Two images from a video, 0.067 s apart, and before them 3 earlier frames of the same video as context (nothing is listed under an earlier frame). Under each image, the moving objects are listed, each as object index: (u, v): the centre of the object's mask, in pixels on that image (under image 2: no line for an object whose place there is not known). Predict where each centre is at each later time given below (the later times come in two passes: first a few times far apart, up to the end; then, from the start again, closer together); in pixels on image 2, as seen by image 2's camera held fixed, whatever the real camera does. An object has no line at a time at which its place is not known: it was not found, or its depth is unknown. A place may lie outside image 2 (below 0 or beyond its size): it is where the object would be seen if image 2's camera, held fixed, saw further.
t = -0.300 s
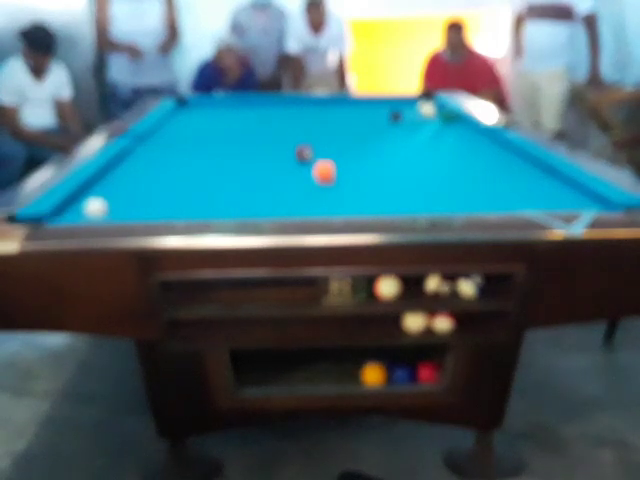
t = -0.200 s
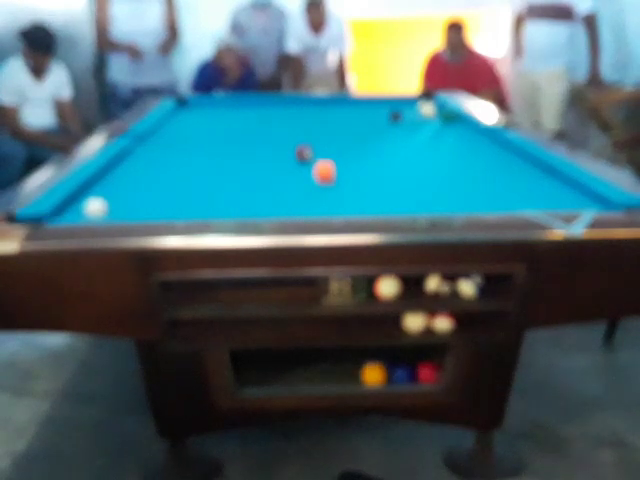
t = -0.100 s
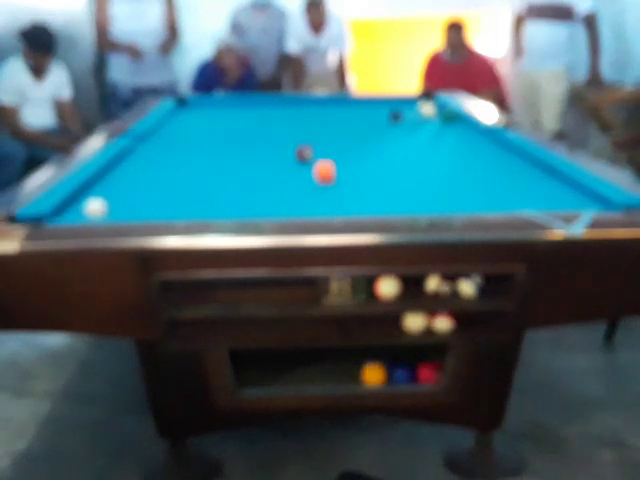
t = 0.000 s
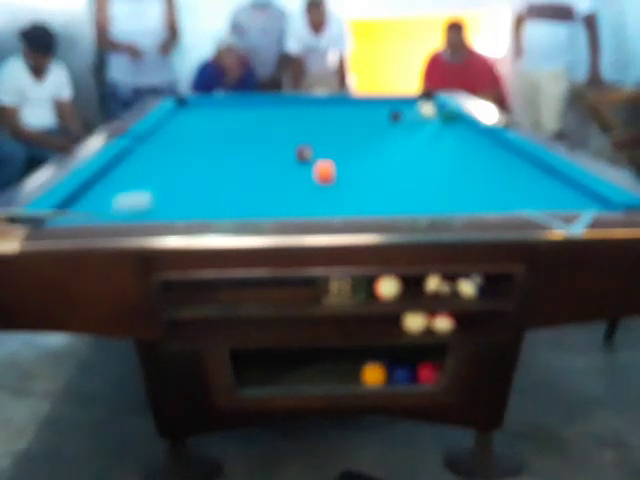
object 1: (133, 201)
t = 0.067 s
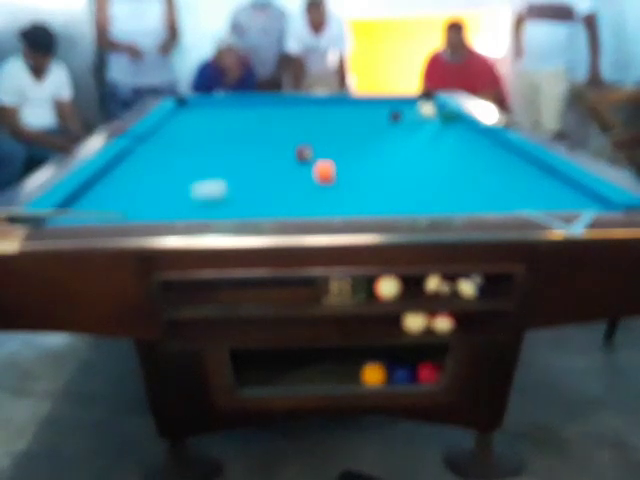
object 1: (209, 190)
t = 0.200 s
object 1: (307, 173)
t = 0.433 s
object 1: (307, 173)
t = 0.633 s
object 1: (307, 173)
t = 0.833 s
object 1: (307, 174)
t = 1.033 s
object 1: (307, 174)
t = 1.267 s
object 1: (308, 175)
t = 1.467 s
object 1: (308, 175)
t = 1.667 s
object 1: (307, 175)
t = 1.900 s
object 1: (308, 175)
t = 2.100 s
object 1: (308, 175)
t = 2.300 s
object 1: (308, 175)
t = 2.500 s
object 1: (307, 175)
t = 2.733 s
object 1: (307, 175)
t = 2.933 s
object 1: (308, 175)
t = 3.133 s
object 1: (308, 175)
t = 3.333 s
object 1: (308, 175)
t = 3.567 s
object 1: (307, 175)
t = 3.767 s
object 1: (307, 175)
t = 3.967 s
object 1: (307, 175)
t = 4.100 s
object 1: (307, 175)
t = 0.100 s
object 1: (242, 184)
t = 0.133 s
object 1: (273, 179)
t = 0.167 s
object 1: (301, 174)
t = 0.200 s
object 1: (307, 173)
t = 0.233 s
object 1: (307, 173)
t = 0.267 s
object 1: (307, 173)
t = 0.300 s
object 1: (307, 173)
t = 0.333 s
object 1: (307, 173)
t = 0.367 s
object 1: (307, 173)
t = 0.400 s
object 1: (307, 173)
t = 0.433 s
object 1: (307, 173)
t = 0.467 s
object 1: (307, 173)
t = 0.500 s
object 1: (307, 173)
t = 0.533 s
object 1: (307, 173)
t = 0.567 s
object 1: (307, 173)
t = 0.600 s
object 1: (307, 173)
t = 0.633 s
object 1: (307, 173)
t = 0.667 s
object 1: (307, 174)
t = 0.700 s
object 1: (307, 174)
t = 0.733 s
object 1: (307, 174)
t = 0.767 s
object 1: (307, 174)
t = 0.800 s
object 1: (307, 174)
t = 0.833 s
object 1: (307, 174)
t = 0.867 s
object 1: (308, 174)
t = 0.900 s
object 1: (307, 174)
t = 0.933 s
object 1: (307, 174)
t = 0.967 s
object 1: (307, 174)
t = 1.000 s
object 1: (307, 174)
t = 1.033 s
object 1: (307, 174)
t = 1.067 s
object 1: (307, 174)
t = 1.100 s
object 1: (307, 174)
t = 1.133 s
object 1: (307, 174)
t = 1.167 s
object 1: (307, 175)
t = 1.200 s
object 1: (307, 175)
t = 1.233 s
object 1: (308, 175)
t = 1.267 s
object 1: (308, 175)
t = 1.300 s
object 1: (308, 175)
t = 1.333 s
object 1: (307, 175)
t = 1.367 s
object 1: (307, 175)
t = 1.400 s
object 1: (307, 175)
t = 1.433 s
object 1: (307, 175)
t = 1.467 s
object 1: (308, 175)
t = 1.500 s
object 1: (307, 175)
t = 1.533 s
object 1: (307, 175)
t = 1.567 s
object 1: (308, 175)
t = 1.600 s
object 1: (308, 175)
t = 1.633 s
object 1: (307, 175)
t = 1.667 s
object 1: (307, 175)
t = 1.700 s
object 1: (308, 175)
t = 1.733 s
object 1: (308, 175)
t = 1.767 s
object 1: (308, 175)
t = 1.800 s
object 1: (308, 175)
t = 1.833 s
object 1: (308, 175)
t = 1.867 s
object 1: (308, 175)
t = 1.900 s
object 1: (308, 175)
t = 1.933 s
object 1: (308, 175)
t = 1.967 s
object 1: (308, 175)
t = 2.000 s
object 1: (308, 175)
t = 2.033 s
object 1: (308, 175)
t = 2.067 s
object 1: (308, 175)
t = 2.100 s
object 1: (308, 175)
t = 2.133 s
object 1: (308, 175)
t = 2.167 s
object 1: (308, 175)
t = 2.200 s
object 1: (308, 175)
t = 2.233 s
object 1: (308, 175)
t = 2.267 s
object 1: (308, 175)
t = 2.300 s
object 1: (308, 175)
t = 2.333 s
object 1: (307, 175)
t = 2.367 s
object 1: (307, 175)
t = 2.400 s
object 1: (307, 175)
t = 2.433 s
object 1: (307, 175)
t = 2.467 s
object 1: (307, 175)
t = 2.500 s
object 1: (307, 175)
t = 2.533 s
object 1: (307, 175)
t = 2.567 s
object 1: (307, 175)
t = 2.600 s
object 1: (307, 175)
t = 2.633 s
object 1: (307, 175)
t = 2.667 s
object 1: (308, 175)
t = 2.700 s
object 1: (307, 175)
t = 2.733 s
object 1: (307, 175)
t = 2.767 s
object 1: (308, 175)
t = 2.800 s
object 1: (308, 175)
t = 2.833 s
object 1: (308, 175)
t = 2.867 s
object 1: (308, 175)
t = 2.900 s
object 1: (308, 175)
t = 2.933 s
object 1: (308, 175)
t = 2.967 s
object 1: (308, 175)
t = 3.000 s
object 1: (308, 175)
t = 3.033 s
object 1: (308, 175)
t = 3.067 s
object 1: (308, 175)
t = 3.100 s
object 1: (308, 175)
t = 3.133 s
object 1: (308, 175)
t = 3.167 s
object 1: (308, 175)
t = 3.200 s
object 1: (308, 175)
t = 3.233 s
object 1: (308, 175)
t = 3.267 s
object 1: (308, 175)
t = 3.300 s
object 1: (308, 175)
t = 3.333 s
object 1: (308, 175)
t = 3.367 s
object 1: (308, 175)
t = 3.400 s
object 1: (308, 175)
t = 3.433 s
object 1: (308, 175)
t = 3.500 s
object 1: (308, 175)
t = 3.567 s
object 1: (307, 175)
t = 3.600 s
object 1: (307, 175)
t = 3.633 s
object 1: (308, 175)
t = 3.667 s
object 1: (307, 175)
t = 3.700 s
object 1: (308, 175)
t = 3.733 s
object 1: (308, 175)
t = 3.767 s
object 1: (307, 175)
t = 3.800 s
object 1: (308, 175)
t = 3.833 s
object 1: (308, 175)
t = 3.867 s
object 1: (307, 175)
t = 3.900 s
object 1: (308, 175)
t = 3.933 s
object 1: (308, 175)
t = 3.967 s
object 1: (307, 175)
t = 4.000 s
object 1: (308, 175)
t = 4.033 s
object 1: (307, 175)
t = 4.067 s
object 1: (307, 175)
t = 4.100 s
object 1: (307, 175)
